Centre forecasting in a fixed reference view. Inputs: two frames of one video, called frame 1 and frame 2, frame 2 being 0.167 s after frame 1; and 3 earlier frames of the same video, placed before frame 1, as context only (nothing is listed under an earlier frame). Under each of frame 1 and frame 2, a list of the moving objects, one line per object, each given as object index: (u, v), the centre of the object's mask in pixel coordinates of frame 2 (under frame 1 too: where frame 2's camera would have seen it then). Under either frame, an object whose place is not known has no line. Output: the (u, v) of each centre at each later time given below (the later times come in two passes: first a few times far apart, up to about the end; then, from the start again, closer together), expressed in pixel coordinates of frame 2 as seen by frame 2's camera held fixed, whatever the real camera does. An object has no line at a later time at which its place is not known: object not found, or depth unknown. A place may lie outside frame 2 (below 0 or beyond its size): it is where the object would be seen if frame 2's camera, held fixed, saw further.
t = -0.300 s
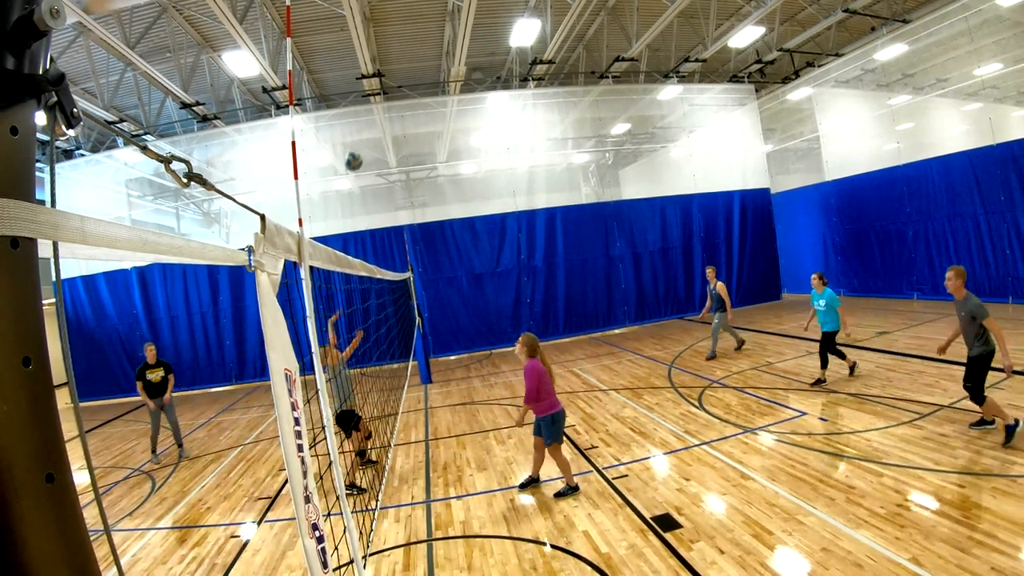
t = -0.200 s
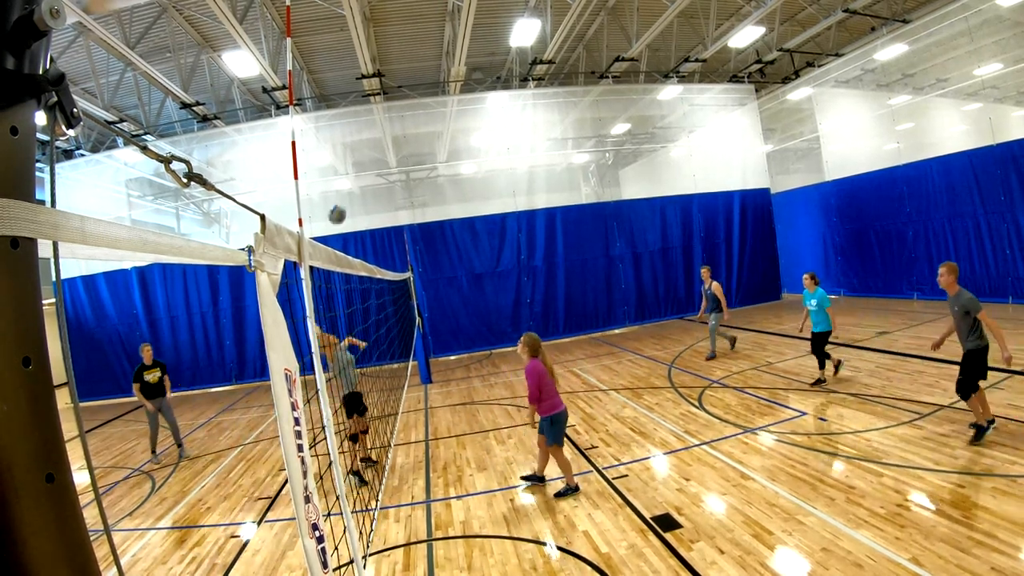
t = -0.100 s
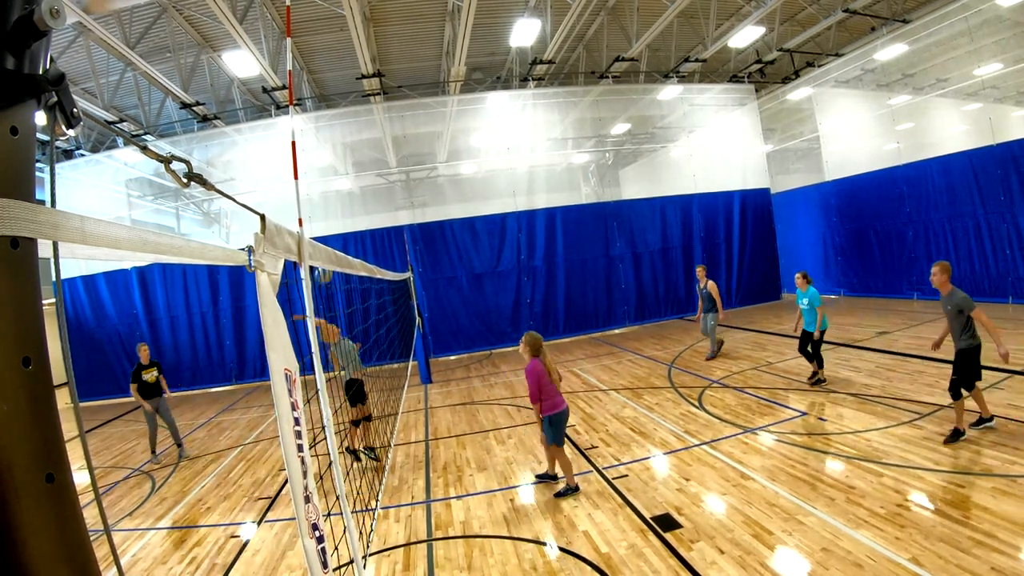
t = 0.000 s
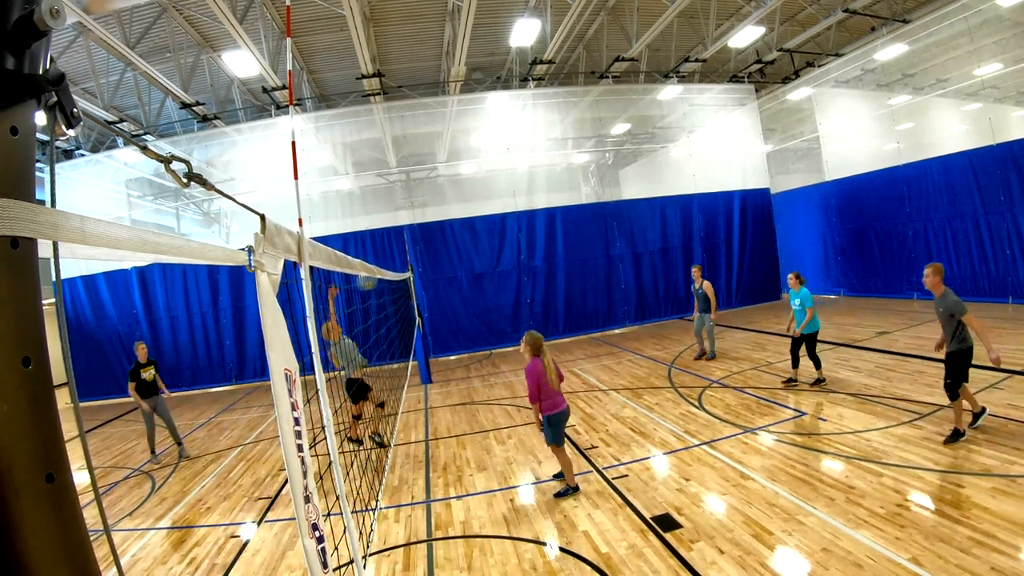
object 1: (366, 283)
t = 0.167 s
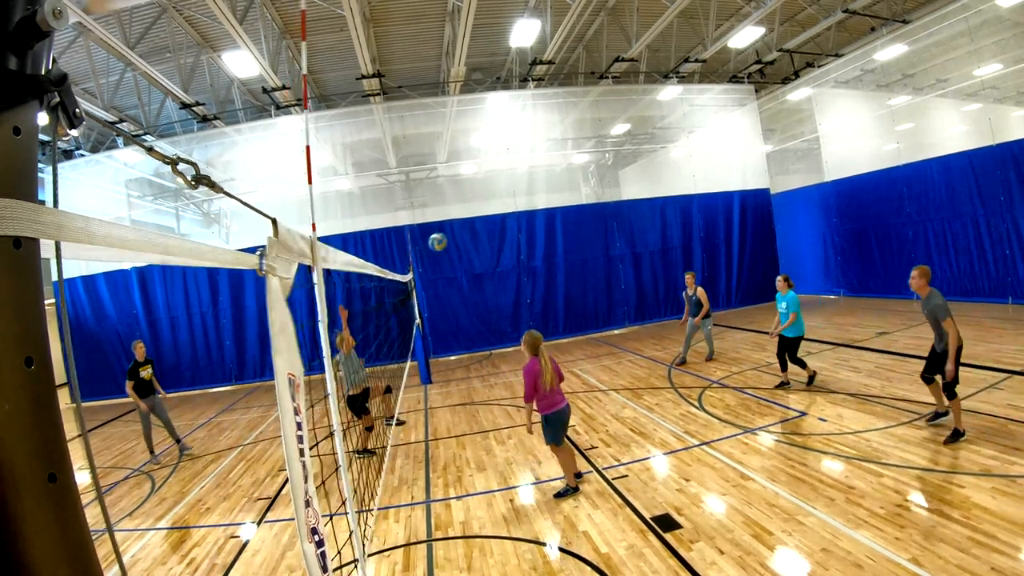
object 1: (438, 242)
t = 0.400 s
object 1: (517, 224)
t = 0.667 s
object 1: (612, 261)
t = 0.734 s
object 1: (635, 280)
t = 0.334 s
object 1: (494, 224)
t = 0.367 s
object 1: (506, 224)
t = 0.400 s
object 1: (517, 224)
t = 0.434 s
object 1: (528, 225)
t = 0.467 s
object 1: (541, 227)
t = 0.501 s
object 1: (552, 231)
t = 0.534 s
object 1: (564, 235)
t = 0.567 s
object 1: (576, 240)
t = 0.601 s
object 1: (588, 246)
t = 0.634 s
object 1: (600, 253)
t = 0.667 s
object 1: (612, 261)
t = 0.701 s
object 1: (623, 270)
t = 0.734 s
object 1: (635, 280)
